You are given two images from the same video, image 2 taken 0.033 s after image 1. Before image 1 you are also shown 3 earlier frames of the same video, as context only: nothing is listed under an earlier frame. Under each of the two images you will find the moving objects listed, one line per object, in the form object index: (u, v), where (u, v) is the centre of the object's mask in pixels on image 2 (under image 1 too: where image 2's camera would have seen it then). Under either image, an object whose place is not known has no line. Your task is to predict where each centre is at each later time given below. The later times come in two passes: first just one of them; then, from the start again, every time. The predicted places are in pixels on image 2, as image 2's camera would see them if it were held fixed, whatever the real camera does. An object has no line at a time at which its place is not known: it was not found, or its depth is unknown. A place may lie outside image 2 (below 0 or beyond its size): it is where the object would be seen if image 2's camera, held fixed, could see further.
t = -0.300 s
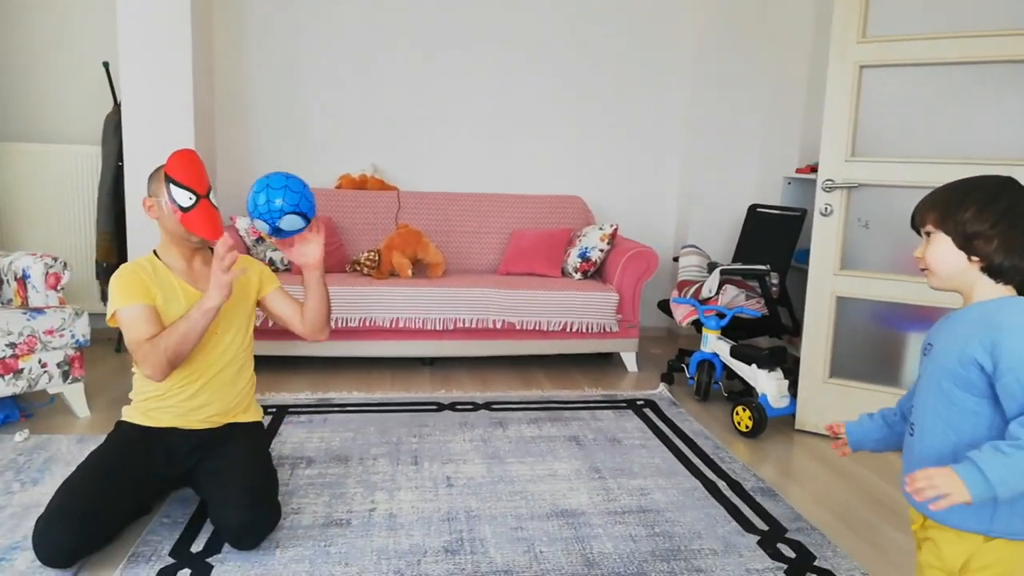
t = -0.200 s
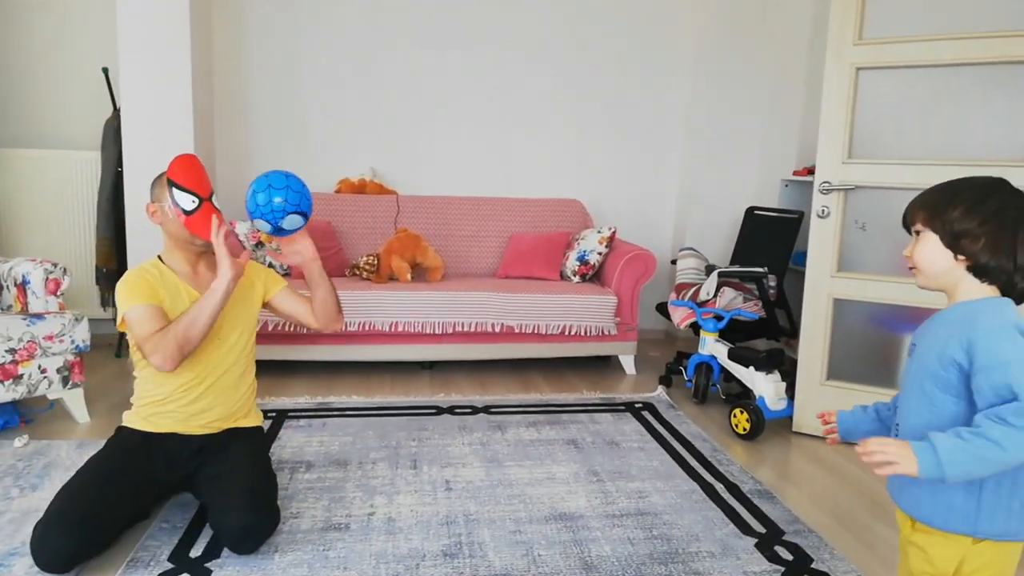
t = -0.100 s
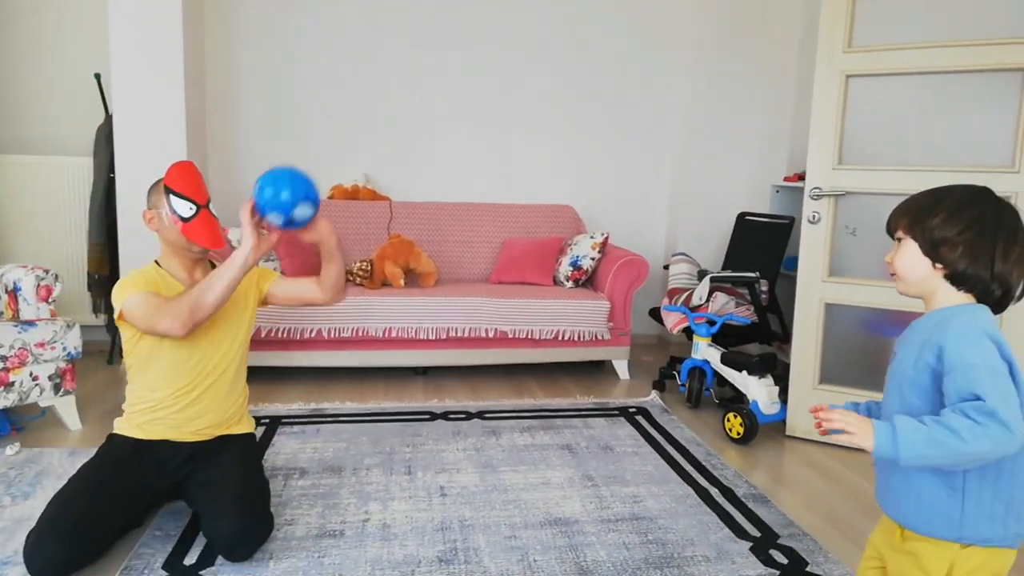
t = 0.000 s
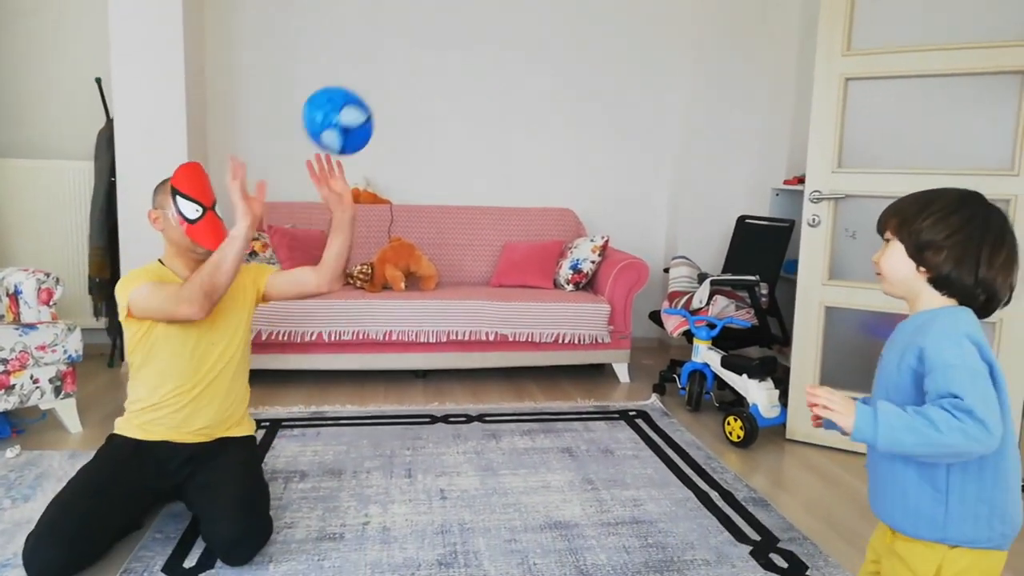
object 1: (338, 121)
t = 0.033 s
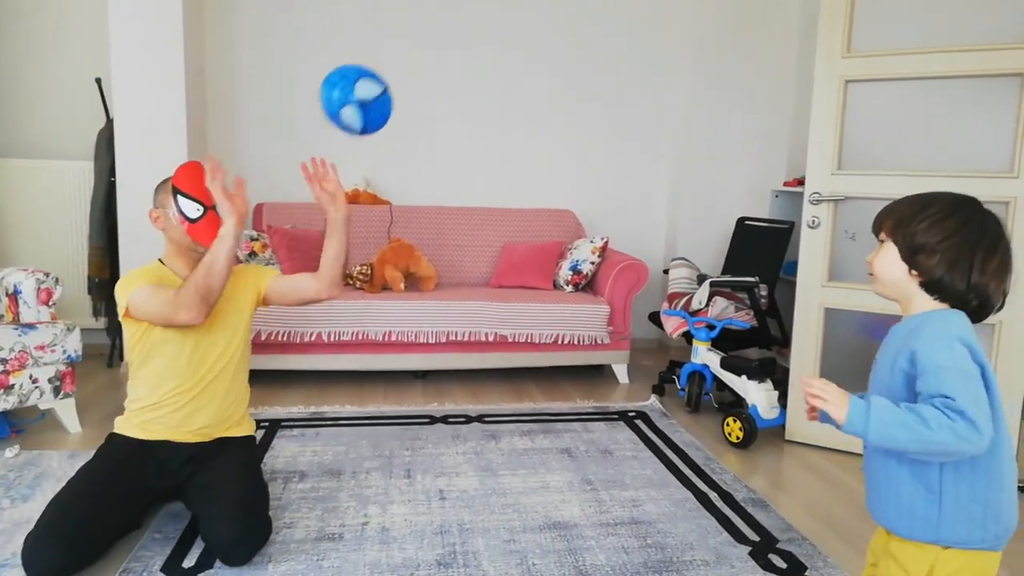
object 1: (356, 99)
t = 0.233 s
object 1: (484, 52)
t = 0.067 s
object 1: (376, 81)
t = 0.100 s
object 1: (396, 66)
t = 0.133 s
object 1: (417, 55)
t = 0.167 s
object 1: (438, 49)
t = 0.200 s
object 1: (461, 48)
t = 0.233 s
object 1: (484, 52)
